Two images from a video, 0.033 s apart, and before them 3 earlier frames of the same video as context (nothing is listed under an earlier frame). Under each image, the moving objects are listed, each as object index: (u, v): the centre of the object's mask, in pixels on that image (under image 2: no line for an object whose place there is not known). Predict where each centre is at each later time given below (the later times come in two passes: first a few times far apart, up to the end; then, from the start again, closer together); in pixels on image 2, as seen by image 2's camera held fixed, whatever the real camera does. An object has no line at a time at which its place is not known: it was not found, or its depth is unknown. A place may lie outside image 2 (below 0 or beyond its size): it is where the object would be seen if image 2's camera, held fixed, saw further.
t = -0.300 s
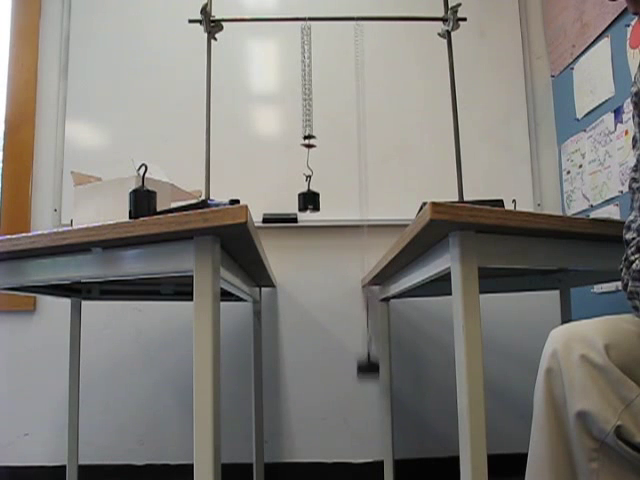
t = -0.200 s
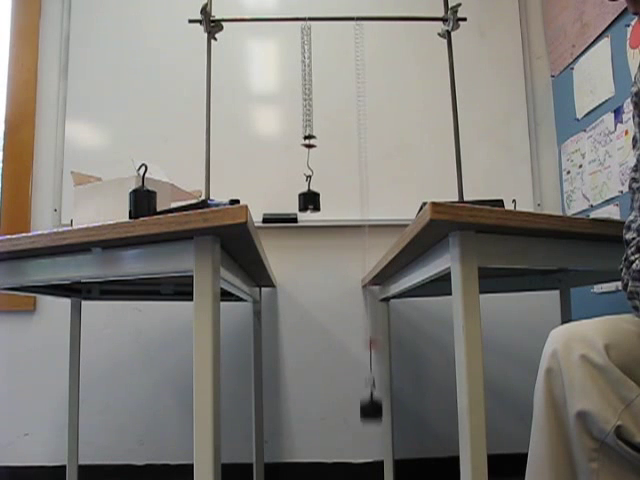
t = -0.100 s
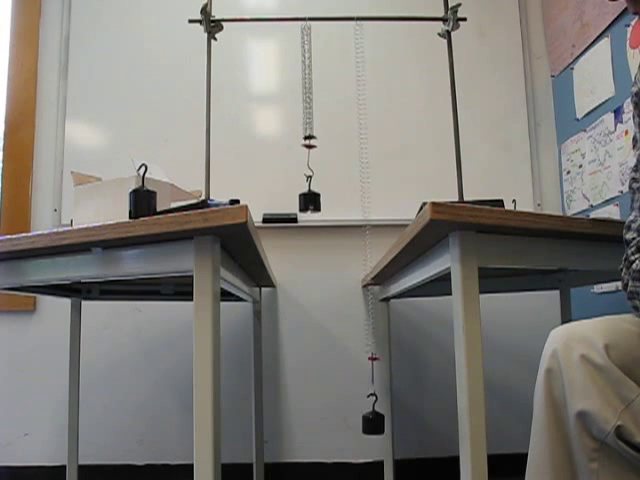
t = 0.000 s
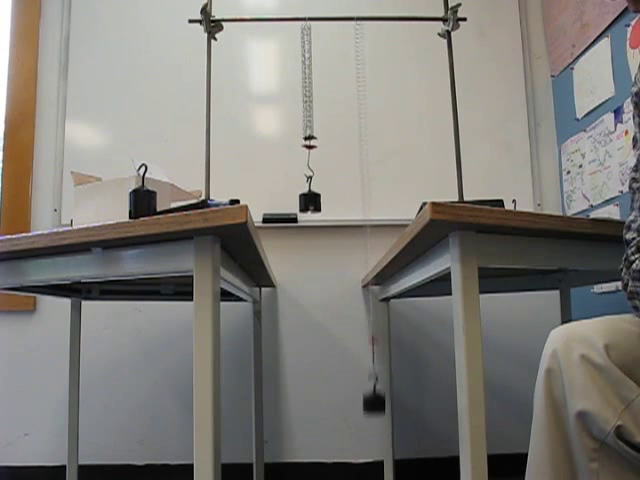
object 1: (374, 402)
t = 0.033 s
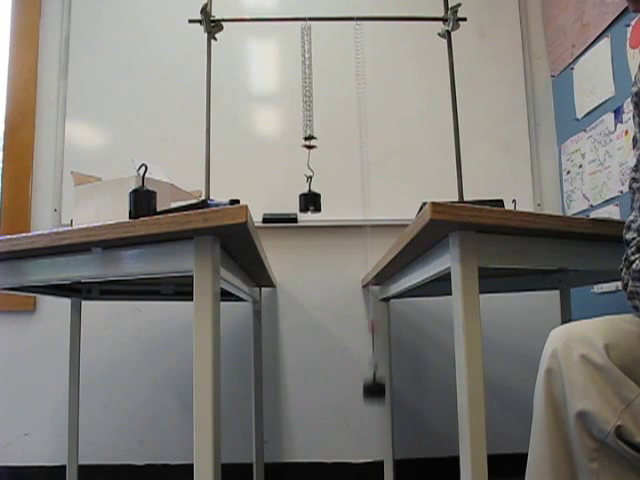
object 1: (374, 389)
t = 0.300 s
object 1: (369, 242)
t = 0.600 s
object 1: (364, 244)
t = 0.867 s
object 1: (367, 392)
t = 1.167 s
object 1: (371, 380)
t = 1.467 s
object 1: (369, 225)
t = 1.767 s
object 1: (368, 275)
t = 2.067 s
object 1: (368, 416)
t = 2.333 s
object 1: (366, 352)
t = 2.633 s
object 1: (367, 213)
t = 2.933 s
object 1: (373, 302)
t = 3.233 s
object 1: (372, 419)
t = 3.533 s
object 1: (364, 301)
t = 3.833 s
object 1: (363, 216)
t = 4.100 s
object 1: (371, 334)
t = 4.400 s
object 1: (375, 414)
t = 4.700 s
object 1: (368, 275)
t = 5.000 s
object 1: (363, 225)
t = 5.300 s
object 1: (368, 382)
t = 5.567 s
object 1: (374, 399)
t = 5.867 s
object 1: (371, 246)
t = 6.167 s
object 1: (367, 247)
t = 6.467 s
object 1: (368, 400)
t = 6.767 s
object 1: (370, 364)
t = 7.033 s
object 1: (370, 229)
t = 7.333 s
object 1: (371, 276)
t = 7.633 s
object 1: (370, 412)
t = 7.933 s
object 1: (366, 336)
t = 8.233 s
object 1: (367, 214)
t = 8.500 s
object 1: (373, 298)
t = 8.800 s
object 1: (375, 416)
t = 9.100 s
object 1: (365, 305)
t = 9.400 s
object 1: (363, 217)
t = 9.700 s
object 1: (371, 349)
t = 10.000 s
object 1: (377, 405)
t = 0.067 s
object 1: (374, 374)
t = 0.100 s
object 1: (373, 355)
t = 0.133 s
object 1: (373, 334)
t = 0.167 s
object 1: (372, 310)
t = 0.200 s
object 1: (371, 296)
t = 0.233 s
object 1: (369, 278)
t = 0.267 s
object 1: (369, 255)
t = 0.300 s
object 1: (369, 242)
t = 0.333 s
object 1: (368, 230)
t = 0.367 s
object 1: (367, 219)
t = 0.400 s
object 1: (366, 212)
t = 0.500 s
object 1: (365, 213)
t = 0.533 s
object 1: (364, 222)
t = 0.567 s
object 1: (364, 232)
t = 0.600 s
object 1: (364, 244)
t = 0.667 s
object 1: (363, 281)
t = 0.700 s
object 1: (364, 301)
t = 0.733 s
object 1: (365, 319)
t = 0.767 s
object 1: (365, 340)
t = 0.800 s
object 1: (365, 361)
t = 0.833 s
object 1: (366, 377)
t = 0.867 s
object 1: (367, 392)
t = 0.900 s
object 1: (367, 404)
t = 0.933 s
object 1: (368, 413)
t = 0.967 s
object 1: (368, 419)
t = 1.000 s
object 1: (369, 421)
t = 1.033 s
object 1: (369, 420)
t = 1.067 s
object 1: (370, 415)
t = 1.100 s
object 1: (370, 406)
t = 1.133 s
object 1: (370, 395)
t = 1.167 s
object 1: (371, 380)
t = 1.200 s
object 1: (371, 364)
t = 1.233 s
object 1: (371, 345)
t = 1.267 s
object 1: (370, 319)
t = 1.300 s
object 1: (371, 300)
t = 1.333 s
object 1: (368, 286)
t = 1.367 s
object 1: (369, 264)
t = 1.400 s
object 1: (370, 249)
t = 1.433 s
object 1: (369, 237)
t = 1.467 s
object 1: (369, 225)
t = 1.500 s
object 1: (369, 217)
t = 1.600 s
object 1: (369, 214)
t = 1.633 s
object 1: (369, 219)
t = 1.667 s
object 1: (369, 228)
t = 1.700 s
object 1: (369, 241)
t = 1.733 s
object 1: (369, 254)
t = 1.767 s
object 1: (368, 275)
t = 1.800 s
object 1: (369, 294)
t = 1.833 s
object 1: (369, 310)
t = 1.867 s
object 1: (369, 331)
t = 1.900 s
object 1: (369, 351)
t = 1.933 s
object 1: (369, 369)
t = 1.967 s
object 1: (369, 385)
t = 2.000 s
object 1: (369, 400)
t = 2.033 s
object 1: (369, 410)
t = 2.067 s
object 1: (368, 416)
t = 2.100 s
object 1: (368, 420)
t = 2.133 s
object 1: (368, 420)
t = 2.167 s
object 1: (368, 417)
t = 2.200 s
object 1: (368, 411)
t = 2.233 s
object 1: (367, 402)
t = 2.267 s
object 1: (367, 386)
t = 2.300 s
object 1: (367, 369)
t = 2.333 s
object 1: (366, 352)
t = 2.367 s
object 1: (367, 332)
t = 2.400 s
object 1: (366, 311)
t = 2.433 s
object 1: (366, 295)
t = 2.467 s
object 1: (365, 276)
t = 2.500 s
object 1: (366, 255)
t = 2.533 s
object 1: (366, 242)
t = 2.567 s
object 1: (367, 229)
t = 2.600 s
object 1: (367, 220)
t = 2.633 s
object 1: (367, 213)
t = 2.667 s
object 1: (367, 211)
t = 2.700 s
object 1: (368, 212)
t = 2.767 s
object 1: (369, 227)
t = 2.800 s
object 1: (370, 236)
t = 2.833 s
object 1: (370, 248)
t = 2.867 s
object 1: (371, 264)
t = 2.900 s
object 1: (370, 284)
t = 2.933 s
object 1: (373, 302)
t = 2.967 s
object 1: (373, 320)
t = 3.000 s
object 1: (374, 342)
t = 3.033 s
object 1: (374, 362)
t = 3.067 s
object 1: (374, 379)
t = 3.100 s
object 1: (374, 393)
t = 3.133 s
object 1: (374, 406)
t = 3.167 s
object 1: (373, 412)
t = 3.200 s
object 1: (373, 417)
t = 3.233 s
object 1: (372, 419)
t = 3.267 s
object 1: (371, 417)
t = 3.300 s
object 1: (371, 413)
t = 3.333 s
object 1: (370, 405)
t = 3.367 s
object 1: (369, 393)
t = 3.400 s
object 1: (368, 379)
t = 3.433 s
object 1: (367, 362)
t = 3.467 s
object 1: (366, 340)
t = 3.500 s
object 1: (365, 318)
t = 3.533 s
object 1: (364, 301)
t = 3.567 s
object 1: (362, 284)
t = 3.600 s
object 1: (362, 262)
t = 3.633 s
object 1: (362, 248)
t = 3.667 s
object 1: (362, 235)
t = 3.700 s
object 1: (362, 224)
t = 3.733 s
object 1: (362, 217)
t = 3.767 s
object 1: (362, 212)
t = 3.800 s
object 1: (362, 212)
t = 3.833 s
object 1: (363, 216)
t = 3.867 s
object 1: (363, 222)
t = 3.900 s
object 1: (364, 231)
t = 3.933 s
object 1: (365, 243)
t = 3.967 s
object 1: (366, 257)
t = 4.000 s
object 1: (366, 276)
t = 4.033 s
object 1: (368, 296)
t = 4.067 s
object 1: (369, 314)
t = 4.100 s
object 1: (371, 334)
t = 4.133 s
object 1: (372, 353)
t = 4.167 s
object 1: (373, 370)
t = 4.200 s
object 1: (373, 386)
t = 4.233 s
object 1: (374, 399)
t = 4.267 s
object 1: (375, 409)
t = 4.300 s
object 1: (375, 415)
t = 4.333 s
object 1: (375, 418)
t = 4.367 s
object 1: (375, 417)
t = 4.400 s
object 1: (375, 414)
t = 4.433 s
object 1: (375, 407)
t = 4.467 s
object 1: (375, 396)
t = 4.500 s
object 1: (374, 382)
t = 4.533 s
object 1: (373, 366)
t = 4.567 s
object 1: (372, 348)
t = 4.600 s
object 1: (371, 329)
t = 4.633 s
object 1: (370, 308)
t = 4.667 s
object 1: (368, 294)
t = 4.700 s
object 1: (368, 275)
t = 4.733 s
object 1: (367, 253)
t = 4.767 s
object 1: (366, 241)
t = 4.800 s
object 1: (365, 228)
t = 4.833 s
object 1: (364, 219)
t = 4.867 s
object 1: (364, 214)
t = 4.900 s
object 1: (363, 212)
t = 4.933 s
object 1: (363, 213)
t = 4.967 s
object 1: (363, 218)
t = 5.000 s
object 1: (363, 225)
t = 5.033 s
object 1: (363, 237)
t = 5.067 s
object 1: (363, 252)
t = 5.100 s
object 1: (363, 266)
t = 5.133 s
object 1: (363, 290)
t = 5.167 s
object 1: (365, 305)
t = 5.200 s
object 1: (366, 326)
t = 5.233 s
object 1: (367, 345)
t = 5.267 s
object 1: (368, 363)
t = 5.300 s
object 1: (368, 382)
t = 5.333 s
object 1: (370, 394)
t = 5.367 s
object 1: (370, 406)
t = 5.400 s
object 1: (371, 412)
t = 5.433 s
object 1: (372, 415)
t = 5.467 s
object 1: (372, 417)
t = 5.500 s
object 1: (373, 414)
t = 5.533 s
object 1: (374, 409)
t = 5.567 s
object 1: (374, 399)
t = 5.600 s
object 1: (374, 387)
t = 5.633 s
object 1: (374, 374)
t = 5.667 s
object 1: (374, 354)
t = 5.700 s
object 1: (374, 332)
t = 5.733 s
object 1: (372, 309)
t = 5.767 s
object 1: (372, 298)
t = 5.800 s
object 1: (370, 283)
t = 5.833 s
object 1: (371, 258)
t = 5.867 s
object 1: (371, 246)
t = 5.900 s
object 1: (370, 234)
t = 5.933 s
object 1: (370, 225)
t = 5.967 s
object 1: (369, 218)
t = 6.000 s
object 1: (369, 214)
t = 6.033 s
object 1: (368, 214)
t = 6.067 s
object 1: (368, 217)
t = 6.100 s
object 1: (367, 223)
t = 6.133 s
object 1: (367, 234)
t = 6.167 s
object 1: (367, 247)
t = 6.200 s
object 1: (366, 260)
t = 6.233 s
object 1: (366, 280)
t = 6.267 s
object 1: (367, 300)
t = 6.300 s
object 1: (367, 318)
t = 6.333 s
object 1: (367, 337)
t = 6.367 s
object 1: (367, 356)
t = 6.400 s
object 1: (367, 372)
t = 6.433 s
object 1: (368, 388)
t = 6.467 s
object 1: (368, 400)
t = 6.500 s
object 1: (368, 410)
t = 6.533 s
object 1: (368, 416)
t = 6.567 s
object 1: (369, 418)
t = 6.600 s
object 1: (369, 417)
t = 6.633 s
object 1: (369, 413)
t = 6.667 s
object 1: (369, 405)
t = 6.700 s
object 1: (370, 394)
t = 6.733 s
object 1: (370, 381)
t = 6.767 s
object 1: (370, 364)
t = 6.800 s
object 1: (371, 347)
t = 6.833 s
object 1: (371, 328)
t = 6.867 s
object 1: (372, 306)
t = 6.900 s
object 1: (370, 291)
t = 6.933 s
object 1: (371, 274)
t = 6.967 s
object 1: (371, 254)
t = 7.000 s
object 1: (370, 240)
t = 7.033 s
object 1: (370, 229)
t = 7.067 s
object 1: (371, 222)
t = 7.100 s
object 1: (370, 216)
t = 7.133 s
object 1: (371, 214)
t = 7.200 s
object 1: (371, 221)
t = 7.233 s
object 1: (371, 231)
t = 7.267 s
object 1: (371, 241)
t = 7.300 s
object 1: (371, 255)
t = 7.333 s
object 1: (371, 276)
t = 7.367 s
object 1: (371, 291)
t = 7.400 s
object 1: (372, 308)
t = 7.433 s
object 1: (372, 328)
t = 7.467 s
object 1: (372, 347)
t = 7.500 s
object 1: (371, 367)
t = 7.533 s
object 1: (371, 383)
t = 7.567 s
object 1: (371, 395)
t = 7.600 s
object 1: (371, 405)
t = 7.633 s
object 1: (370, 412)
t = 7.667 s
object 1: (370, 416)
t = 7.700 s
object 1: (369, 417)
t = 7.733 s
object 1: (369, 414)
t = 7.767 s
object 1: (368, 409)
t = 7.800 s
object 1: (368, 400)
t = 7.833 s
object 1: (367, 387)
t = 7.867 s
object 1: (367, 372)
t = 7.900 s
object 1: (367, 353)
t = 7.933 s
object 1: (366, 336)
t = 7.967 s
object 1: (366, 313)
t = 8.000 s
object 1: (366, 297)
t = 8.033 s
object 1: (365, 278)
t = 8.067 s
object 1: (366, 259)
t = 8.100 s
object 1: (366, 246)
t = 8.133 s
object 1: (366, 235)
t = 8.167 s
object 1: (366, 223)
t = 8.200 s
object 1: (367, 217)
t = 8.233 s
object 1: (367, 214)
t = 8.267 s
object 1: (368, 215)
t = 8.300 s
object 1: (368, 218)
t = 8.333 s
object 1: (369, 226)
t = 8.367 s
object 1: (370, 236)
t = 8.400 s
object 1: (371, 247)
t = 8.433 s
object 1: (372, 262)
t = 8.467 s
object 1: (371, 286)
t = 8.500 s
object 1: (373, 298)
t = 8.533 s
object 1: (376, 316)
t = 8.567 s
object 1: (375, 336)
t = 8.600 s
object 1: (376, 357)
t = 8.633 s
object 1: (376, 373)
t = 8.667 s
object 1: (376, 387)
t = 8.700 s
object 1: (376, 400)
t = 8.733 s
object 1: (376, 408)
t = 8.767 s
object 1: (375, 414)
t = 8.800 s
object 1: (375, 416)
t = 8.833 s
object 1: (374, 415)
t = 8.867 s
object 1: (373, 410)
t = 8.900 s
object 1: (372, 403)
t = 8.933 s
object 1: (371, 391)
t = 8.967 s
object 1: (370, 378)
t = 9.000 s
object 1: (369, 360)
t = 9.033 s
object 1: (368, 343)
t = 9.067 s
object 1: (367, 324)
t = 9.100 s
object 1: (365, 305)
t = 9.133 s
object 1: (363, 286)
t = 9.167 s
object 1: (363, 267)
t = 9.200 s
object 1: (363, 253)
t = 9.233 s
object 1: (363, 239)
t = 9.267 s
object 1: (363, 228)
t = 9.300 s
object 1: (362, 221)
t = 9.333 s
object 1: (362, 216)
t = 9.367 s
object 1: (363, 215)
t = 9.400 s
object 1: (363, 217)
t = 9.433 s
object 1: (363, 223)
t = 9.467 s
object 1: (364, 232)
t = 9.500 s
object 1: (365, 244)
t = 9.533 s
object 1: (366, 255)
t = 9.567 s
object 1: (366, 275)
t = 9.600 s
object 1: (367, 294)
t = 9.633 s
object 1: (369, 310)
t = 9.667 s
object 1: (370, 329)
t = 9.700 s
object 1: (371, 349)
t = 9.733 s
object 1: (373, 366)
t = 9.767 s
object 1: (374, 381)
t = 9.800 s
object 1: (374, 394)
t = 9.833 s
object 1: (375, 404)
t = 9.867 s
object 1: (376, 411)
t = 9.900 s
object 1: (376, 415)
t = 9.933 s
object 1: (376, 415)
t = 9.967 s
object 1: (377, 412)
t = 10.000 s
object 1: (377, 405)
